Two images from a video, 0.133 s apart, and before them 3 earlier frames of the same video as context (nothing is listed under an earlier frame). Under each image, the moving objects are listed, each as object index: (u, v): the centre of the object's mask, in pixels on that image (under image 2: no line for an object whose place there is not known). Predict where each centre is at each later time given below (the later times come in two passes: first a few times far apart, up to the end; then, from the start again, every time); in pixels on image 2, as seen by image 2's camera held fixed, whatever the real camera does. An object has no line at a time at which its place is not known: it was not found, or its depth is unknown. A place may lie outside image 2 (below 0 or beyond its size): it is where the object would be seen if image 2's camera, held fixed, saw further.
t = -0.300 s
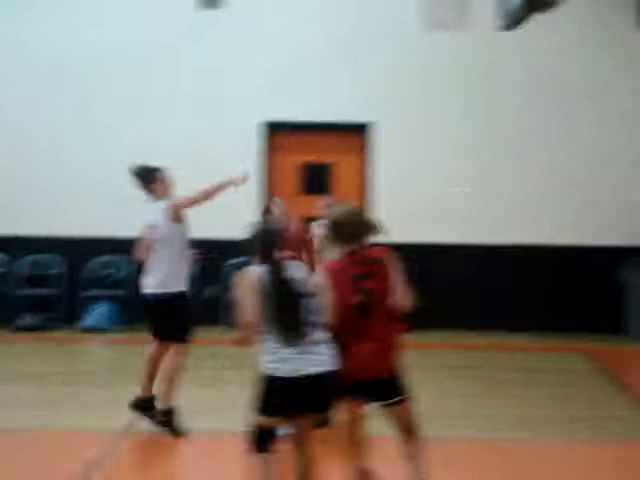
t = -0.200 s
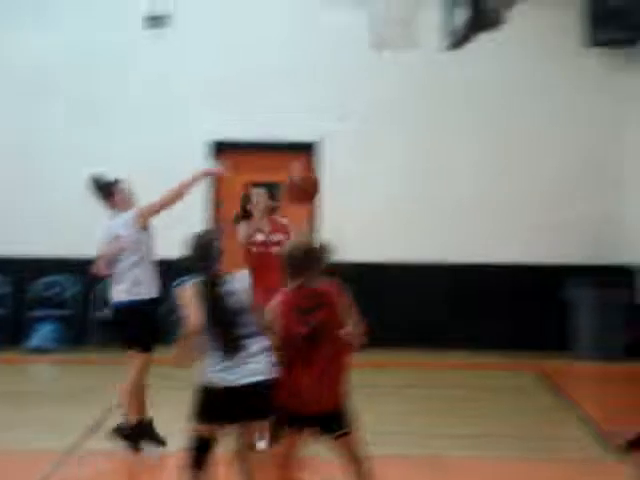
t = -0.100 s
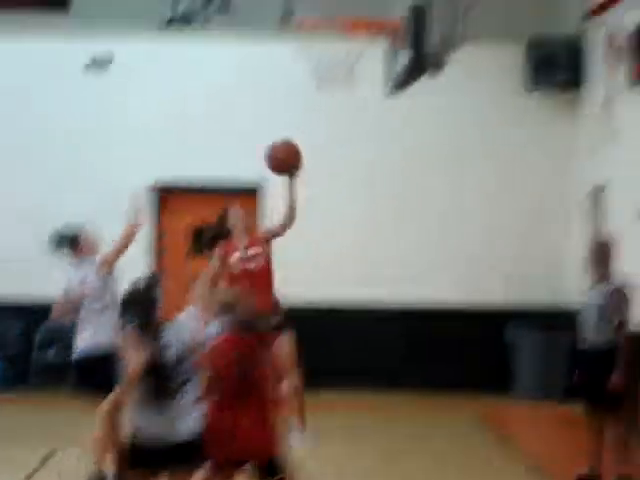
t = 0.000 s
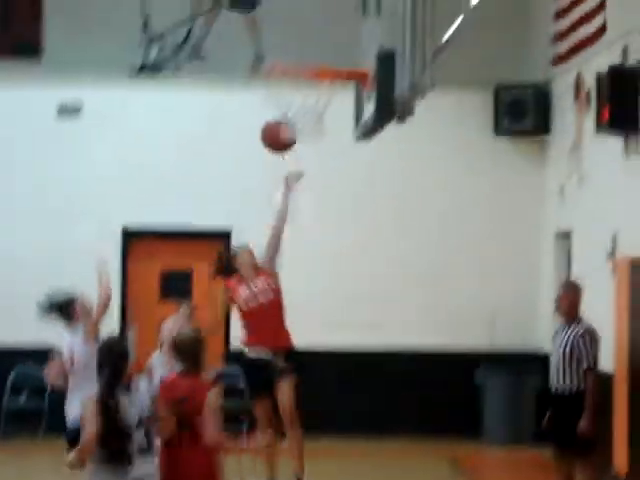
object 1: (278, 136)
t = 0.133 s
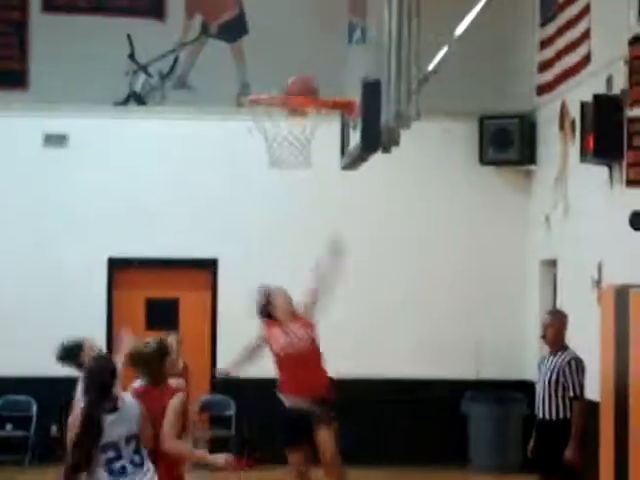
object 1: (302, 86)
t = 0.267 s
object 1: (335, 53)
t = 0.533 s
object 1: (283, 68)
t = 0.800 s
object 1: (302, 81)
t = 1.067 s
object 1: (305, 81)
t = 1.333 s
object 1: (297, 164)
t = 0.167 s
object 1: (308, 79)
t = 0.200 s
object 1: (317, 71)
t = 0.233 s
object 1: (327, 60)
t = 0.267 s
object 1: (335, 53)
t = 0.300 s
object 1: (332, 48)
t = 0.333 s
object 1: (324, 46)
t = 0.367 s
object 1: (317, 45)
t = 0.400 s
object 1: (310, 46)
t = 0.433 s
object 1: (304, 48)
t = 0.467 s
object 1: (298, 51)
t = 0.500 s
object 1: (289, 60)
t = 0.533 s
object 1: (283, 68)
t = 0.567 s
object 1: (276, 77)
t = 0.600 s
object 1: (275, 80)
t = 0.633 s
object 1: (279, 78)
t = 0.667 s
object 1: (284, 77)
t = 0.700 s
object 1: (290, 77)
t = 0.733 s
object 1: (295, 79)
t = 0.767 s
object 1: (299, 82)
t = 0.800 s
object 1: (302, 81)
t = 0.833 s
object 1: (303, 77)
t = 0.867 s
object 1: (303, 73)
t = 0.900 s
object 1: (303, 72)
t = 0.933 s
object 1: (303, 71)
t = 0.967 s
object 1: (303, 71)
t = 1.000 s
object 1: (304, 73)
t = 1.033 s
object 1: (304, 77)
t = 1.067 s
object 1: (305, 81)
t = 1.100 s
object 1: (305, 85)
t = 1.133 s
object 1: (307, 104)
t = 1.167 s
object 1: (305, 119)
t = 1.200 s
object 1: (305, 126)
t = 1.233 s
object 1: (305, 136)
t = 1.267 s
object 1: (304, 146)
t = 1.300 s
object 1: (301, 155)
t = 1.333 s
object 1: (297, 164)
